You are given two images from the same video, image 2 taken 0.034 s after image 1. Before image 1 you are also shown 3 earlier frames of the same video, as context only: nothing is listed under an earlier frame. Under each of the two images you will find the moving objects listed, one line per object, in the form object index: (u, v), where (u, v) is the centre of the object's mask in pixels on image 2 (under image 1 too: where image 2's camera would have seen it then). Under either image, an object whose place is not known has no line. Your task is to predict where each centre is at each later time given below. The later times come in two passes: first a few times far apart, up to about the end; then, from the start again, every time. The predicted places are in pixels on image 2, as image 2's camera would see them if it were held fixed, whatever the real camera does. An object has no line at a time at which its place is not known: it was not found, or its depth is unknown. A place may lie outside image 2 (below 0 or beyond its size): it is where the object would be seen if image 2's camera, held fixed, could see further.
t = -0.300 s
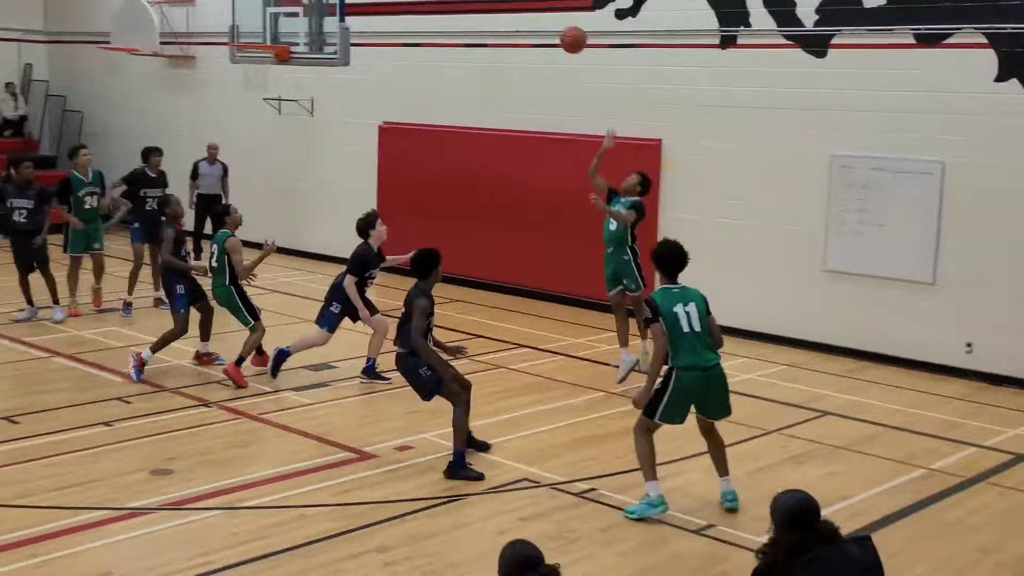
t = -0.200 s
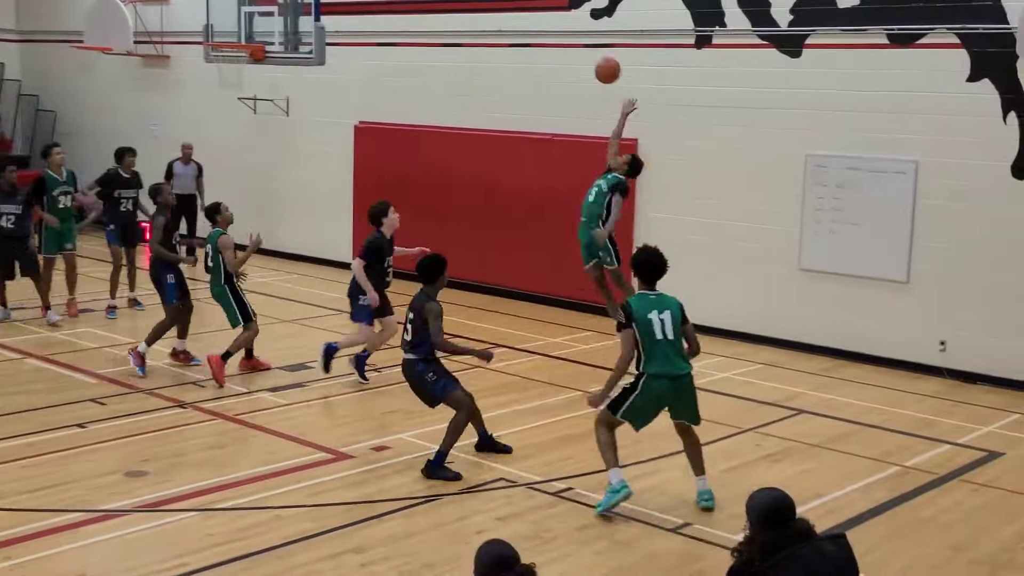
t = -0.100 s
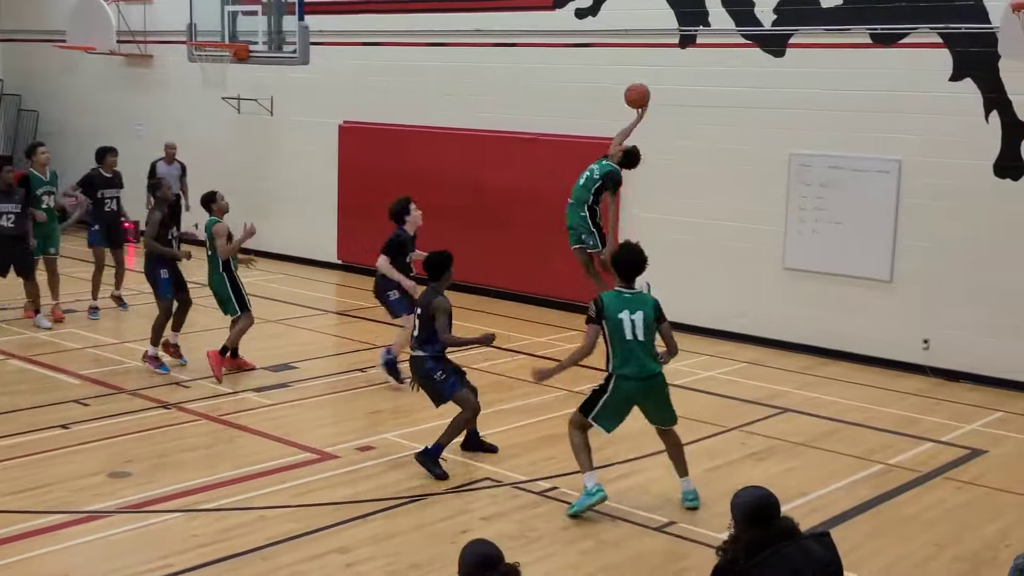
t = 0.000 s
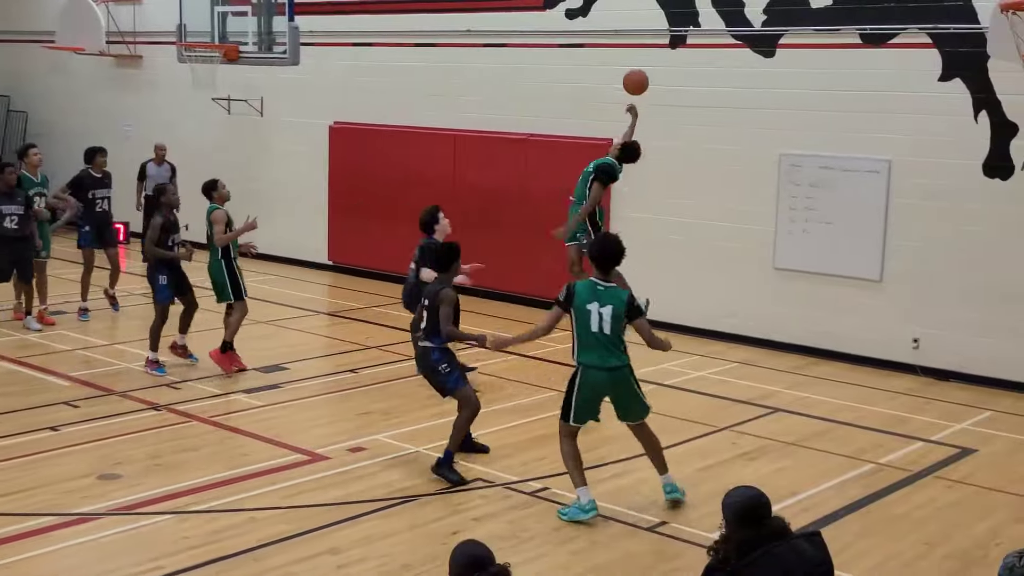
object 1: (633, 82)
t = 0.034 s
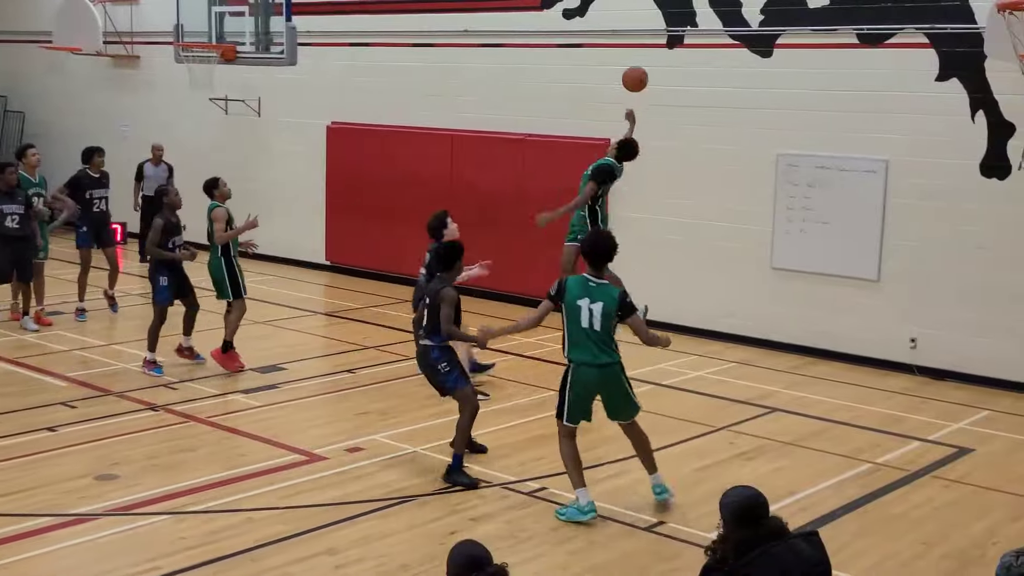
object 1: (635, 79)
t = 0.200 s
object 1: (642, 81)
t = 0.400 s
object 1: (651, 122)
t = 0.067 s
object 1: (636, 77)
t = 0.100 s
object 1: (638, 76)
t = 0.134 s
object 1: (639, 77)
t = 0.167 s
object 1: (641, 78)
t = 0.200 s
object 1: (642, 81)
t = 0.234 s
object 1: (644, 85)
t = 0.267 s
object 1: (645, 90)
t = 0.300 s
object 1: (646, 96)
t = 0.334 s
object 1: (648, 104)
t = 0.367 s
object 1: (649, 112)
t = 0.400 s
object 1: (651, 122)
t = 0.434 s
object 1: (652, 133)
